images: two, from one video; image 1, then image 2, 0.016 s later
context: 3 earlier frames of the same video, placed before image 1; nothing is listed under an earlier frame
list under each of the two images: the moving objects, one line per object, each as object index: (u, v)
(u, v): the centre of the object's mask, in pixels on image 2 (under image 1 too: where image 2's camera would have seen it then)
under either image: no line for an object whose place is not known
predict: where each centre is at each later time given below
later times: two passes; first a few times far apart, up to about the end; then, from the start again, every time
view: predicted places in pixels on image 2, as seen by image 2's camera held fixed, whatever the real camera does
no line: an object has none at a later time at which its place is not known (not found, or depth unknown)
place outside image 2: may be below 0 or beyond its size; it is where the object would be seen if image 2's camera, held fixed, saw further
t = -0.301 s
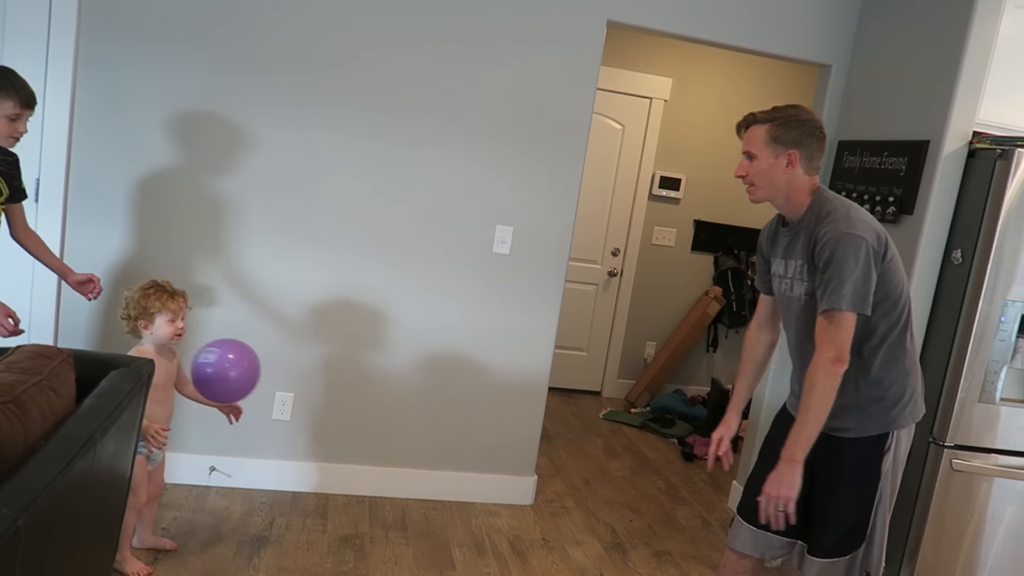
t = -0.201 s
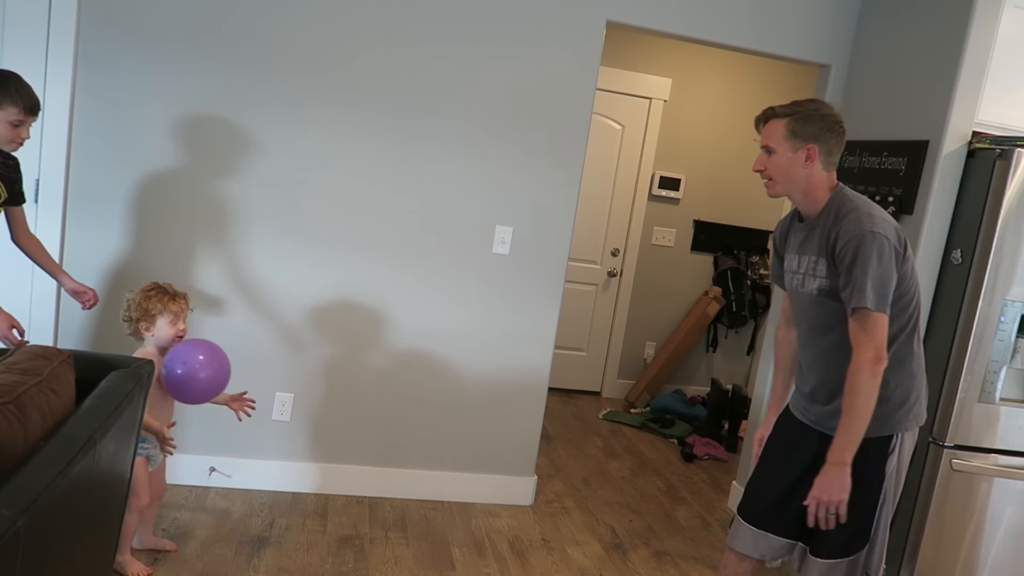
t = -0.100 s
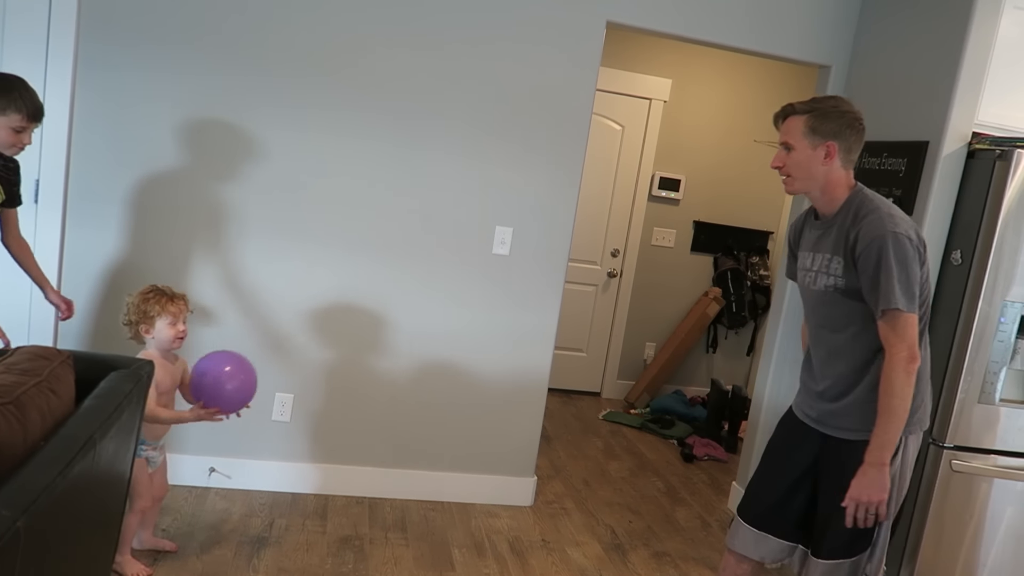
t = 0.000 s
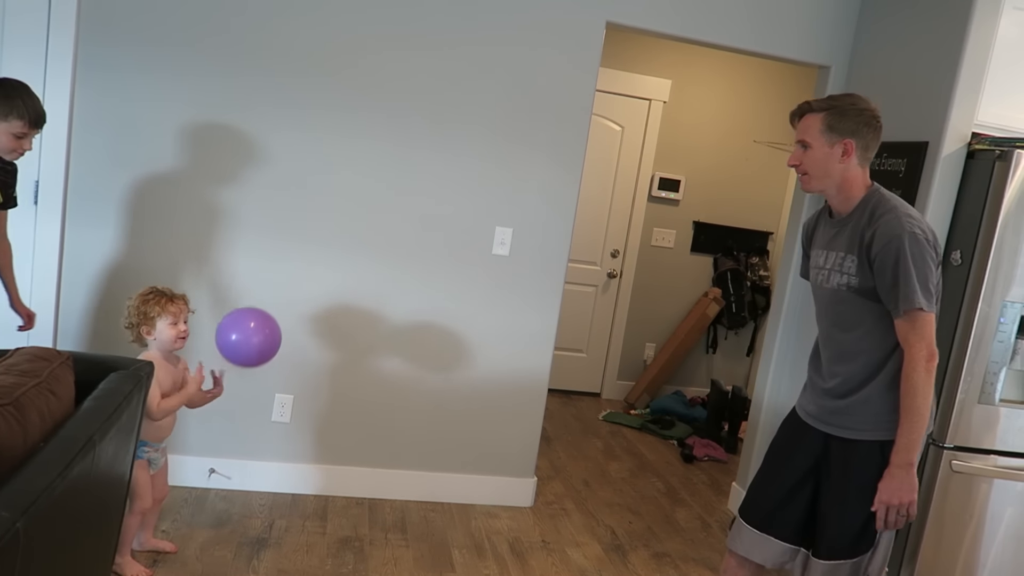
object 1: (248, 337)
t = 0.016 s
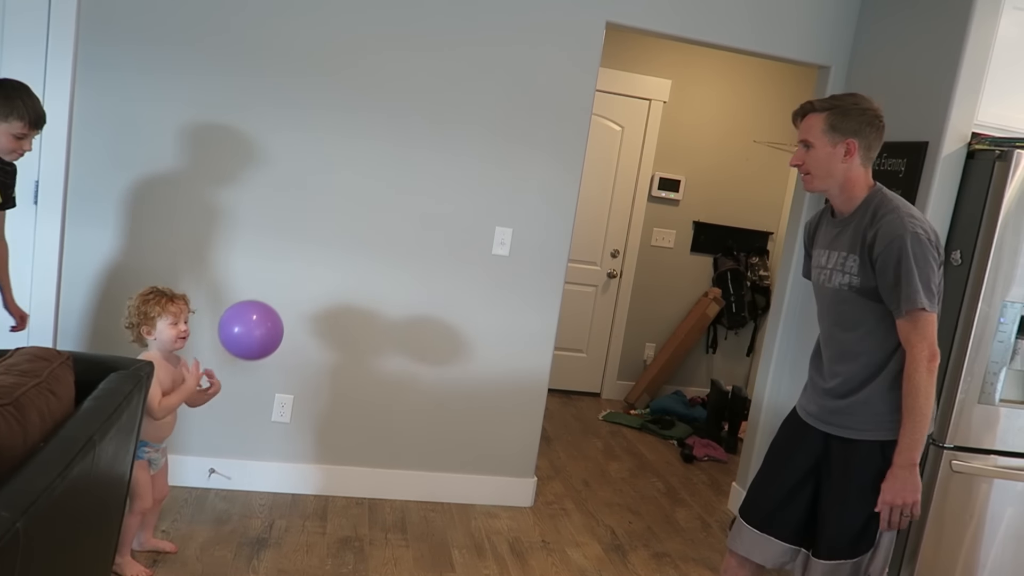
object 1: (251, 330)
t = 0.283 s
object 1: (273, 314)
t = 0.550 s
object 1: (273, 464)
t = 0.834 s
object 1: (322, 403)
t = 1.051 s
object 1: (344, 465)
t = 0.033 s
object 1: (253, 324)
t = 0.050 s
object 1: (255, 318)
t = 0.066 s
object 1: (257, 313)
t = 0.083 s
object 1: (259, 309)
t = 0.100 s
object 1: (260, 306)
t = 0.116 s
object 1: (261, 303)
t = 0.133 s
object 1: (263, 301)
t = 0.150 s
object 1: (264, 300)
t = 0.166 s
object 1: (265, 299)
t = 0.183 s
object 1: (266, 299)
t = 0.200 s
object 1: (268, 300)
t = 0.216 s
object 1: (269, 301)
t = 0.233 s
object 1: (270, 303)
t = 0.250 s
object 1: (271, 306)
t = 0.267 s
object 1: (272, 310)
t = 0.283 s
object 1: (273, 314)
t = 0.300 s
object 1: (274, 319)
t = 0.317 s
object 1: (275, 325)
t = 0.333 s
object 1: (275, 331)
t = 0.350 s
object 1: (276, 339)
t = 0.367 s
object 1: (276, 346)
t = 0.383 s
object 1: (277, 355)
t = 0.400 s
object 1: (277, 364)
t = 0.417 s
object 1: (277, 373)
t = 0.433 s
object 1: (277, 383)
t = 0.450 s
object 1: (276, 393)
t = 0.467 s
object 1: (276, 404)
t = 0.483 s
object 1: (276, 415)
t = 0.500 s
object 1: (275, 427)
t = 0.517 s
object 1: (274, 439)
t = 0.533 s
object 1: (274, 451)
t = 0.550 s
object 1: (273, 464)
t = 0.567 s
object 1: (272, 478)
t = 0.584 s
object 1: (272, 489)
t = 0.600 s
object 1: (277, 477)
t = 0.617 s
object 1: (282, 464)
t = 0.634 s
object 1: (286, 453)
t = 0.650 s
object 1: (291, 442)
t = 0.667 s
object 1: (296, 432)
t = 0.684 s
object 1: (300, 423)
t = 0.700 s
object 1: (303, 418)
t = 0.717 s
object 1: (305, 414)
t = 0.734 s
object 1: (308, 411)
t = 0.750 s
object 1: (310, 408)
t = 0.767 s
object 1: (313, 406)
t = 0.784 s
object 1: (315, 404)
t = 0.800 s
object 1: (317, 403)
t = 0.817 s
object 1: (320, 403)
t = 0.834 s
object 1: (322, 403)
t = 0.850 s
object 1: (323, 404)
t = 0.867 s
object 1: (325, 405)
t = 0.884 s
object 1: (327, 408)
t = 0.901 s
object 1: (329, 410)
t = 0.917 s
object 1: (331, 414)
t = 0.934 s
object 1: (333, 418)
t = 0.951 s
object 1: (335, 423)
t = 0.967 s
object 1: (337, 428)
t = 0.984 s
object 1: (338, 434)
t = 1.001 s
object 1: (340, 441)
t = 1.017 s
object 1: (341, 448)
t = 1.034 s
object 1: (343, 456)
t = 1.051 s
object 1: (344, 465)
